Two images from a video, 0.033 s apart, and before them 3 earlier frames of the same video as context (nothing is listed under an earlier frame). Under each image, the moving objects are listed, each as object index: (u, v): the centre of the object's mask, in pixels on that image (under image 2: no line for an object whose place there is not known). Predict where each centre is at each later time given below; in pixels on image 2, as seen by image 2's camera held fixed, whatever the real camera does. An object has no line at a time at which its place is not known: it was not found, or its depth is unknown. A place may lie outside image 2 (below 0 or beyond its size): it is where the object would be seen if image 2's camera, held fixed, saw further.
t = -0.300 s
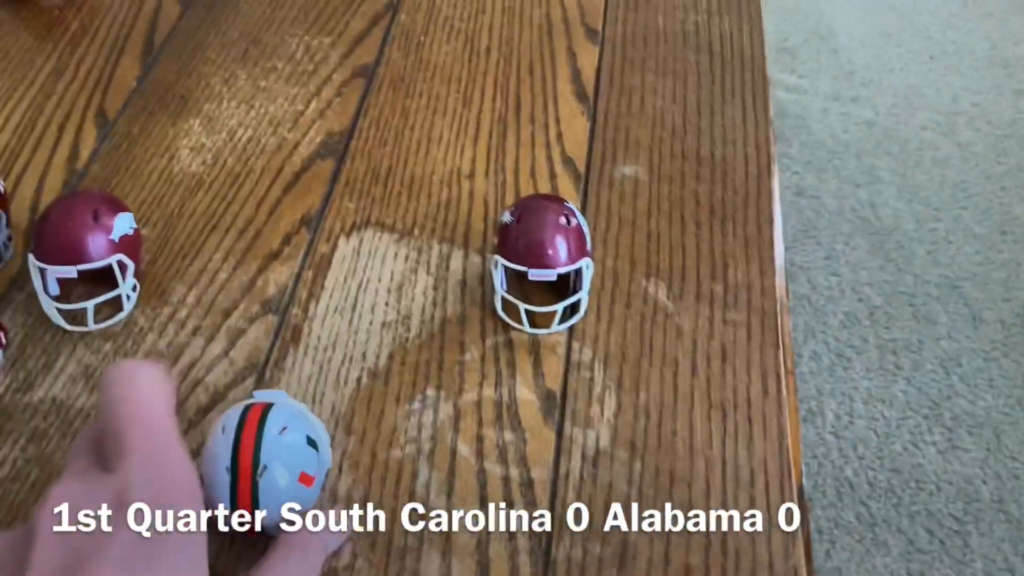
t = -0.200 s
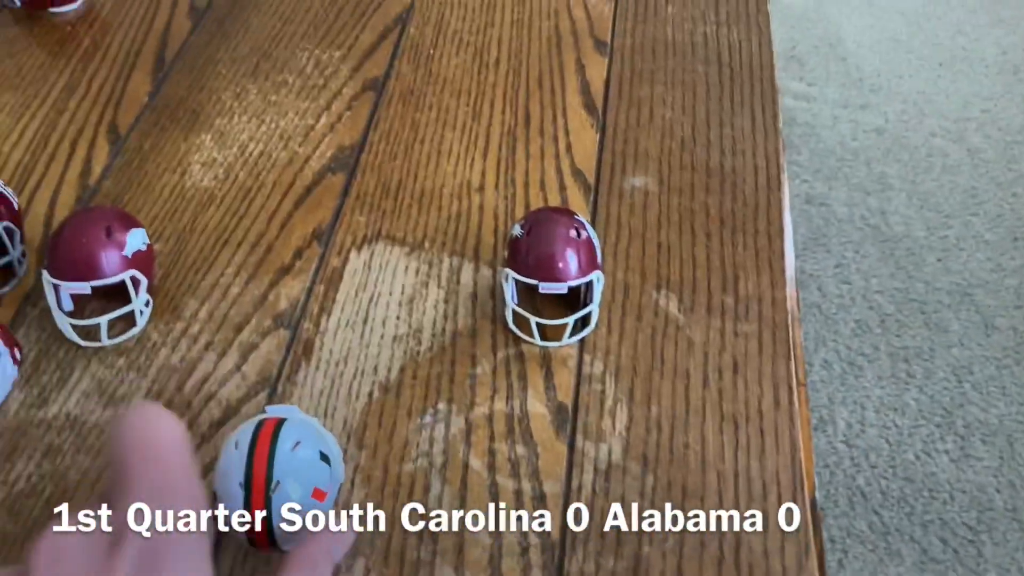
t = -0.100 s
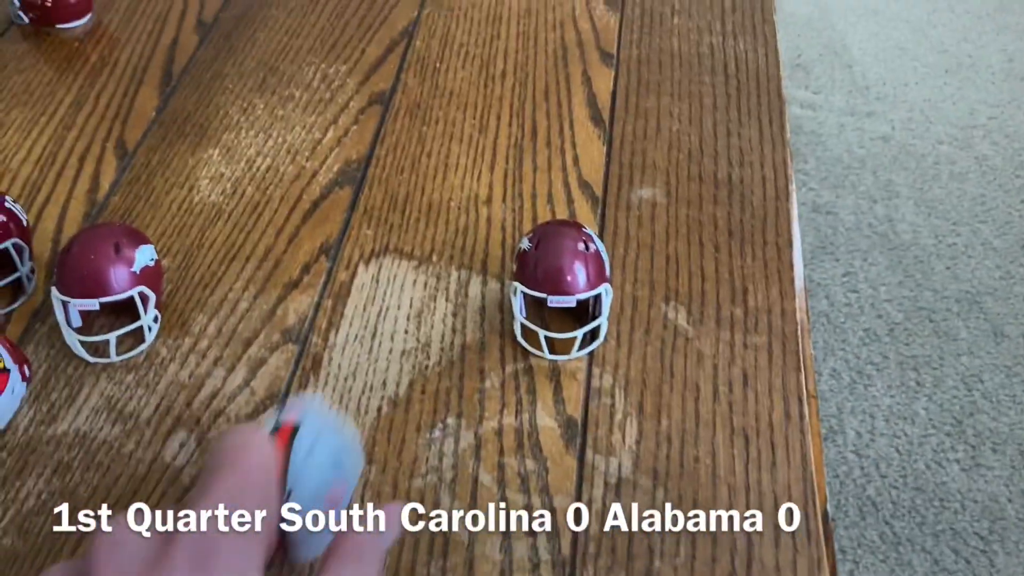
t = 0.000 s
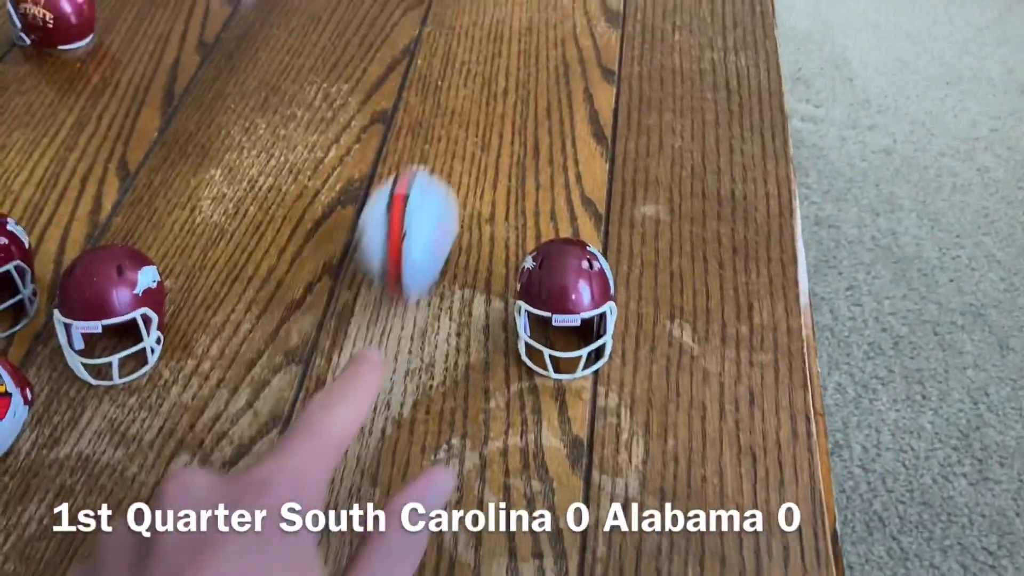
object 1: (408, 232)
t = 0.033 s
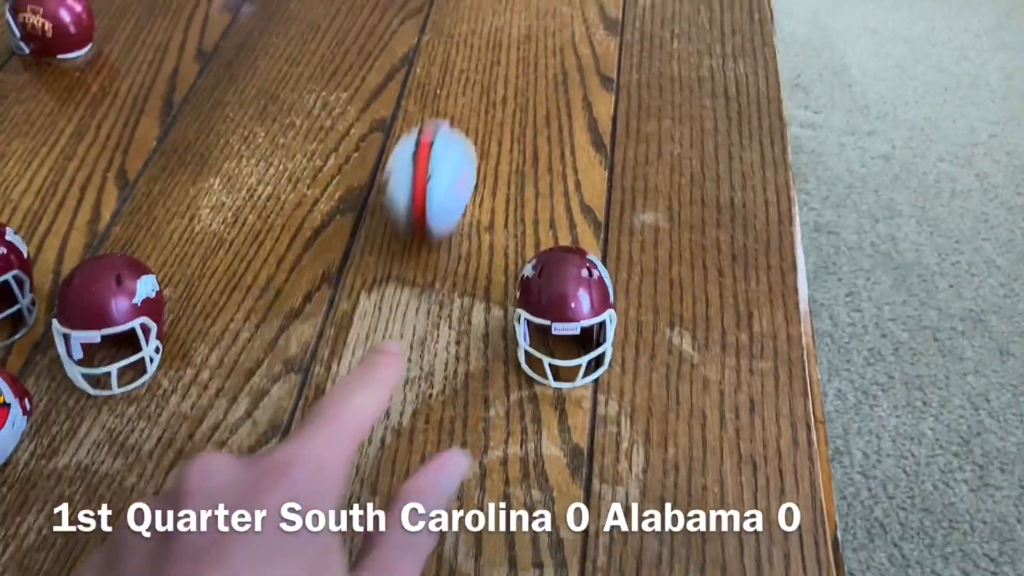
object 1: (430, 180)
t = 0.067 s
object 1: (449, 131)
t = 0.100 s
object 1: (466, 89)
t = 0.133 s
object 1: (479, 53)
